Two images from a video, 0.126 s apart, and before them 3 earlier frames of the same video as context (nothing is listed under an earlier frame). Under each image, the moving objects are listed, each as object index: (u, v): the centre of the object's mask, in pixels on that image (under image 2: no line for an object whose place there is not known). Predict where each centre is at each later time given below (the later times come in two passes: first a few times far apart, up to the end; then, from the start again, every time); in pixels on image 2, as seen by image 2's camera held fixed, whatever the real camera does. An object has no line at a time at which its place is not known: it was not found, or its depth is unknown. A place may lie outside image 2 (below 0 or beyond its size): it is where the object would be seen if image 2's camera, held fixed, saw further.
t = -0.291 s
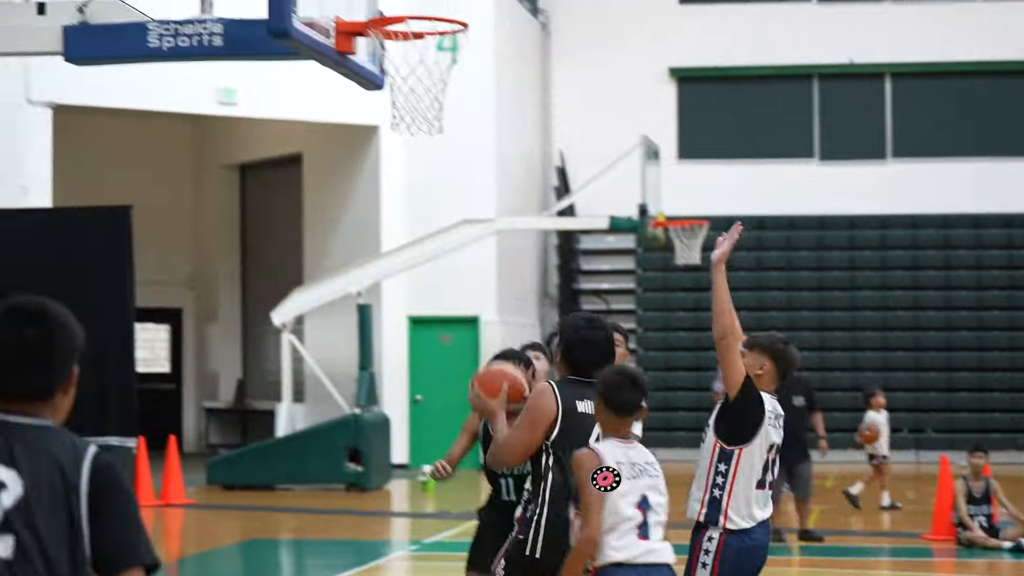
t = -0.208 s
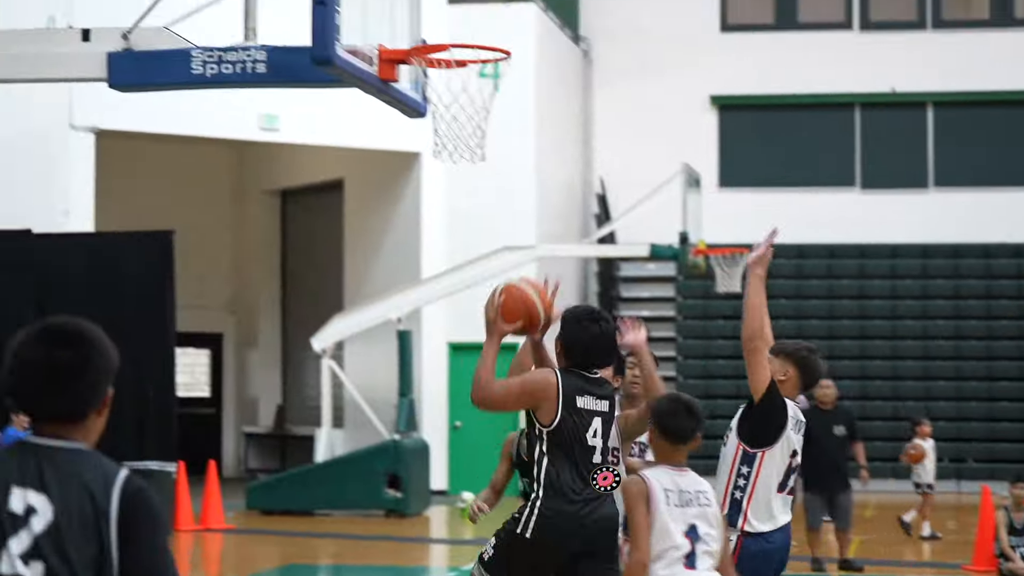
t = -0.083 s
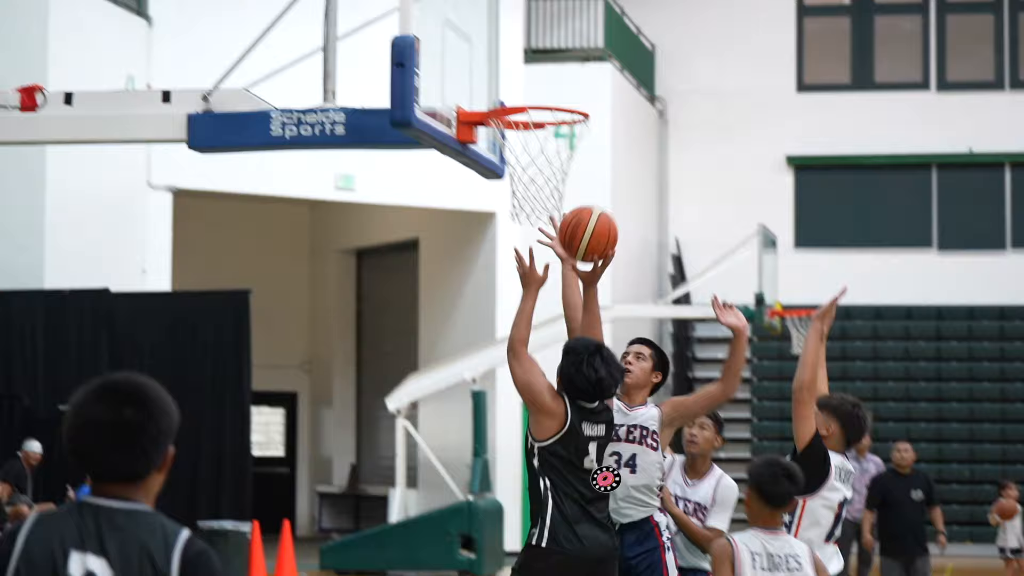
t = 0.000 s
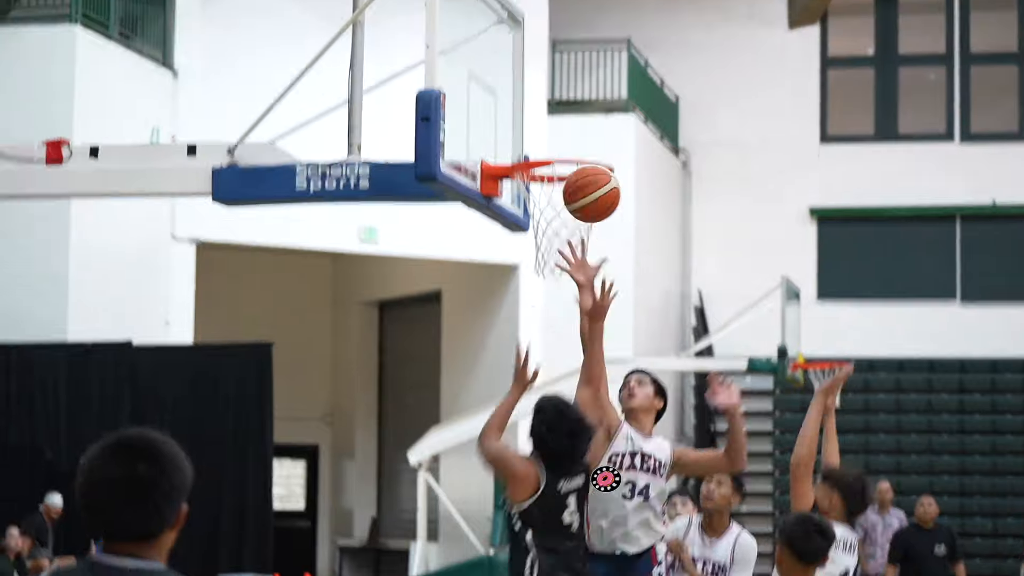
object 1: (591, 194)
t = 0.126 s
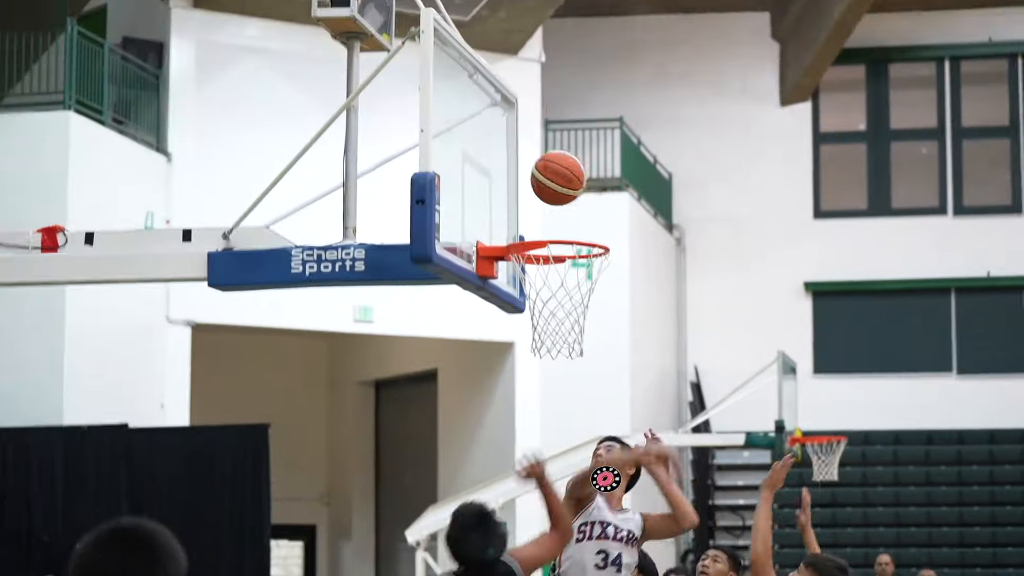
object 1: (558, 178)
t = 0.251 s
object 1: (527, 116)
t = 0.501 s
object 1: (525, 113)
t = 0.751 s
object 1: (610, 241)
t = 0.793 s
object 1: (621, 268)
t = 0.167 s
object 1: (546, 149)
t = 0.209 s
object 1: (538, 134)
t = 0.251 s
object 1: (527, 116)
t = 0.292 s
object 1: (519, 107)
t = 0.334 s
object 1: (509, 99)
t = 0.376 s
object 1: (501, 96)
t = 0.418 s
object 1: (495, 97)
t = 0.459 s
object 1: (507, 102)
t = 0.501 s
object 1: (525, 113)
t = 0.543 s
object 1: (537, 124)
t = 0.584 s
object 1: (554, 142)
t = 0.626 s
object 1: (565, 160)
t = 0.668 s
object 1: (581, 185)
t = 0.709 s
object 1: (592, 205)
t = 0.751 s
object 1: (610, 241)
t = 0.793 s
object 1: (621, 268)
